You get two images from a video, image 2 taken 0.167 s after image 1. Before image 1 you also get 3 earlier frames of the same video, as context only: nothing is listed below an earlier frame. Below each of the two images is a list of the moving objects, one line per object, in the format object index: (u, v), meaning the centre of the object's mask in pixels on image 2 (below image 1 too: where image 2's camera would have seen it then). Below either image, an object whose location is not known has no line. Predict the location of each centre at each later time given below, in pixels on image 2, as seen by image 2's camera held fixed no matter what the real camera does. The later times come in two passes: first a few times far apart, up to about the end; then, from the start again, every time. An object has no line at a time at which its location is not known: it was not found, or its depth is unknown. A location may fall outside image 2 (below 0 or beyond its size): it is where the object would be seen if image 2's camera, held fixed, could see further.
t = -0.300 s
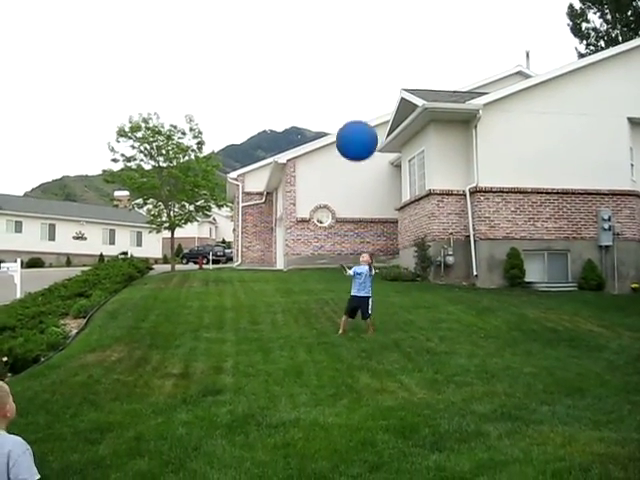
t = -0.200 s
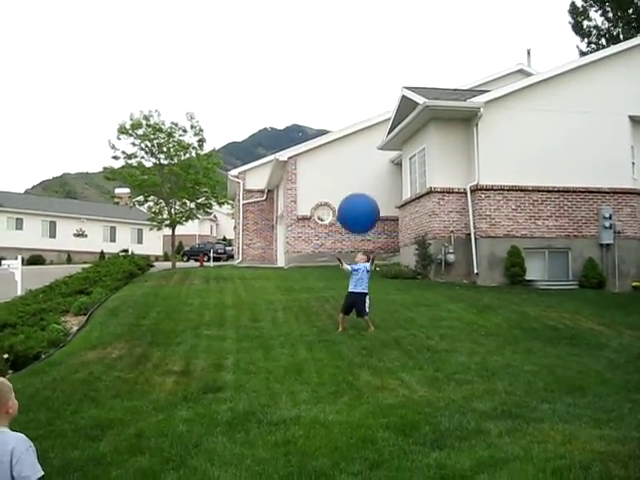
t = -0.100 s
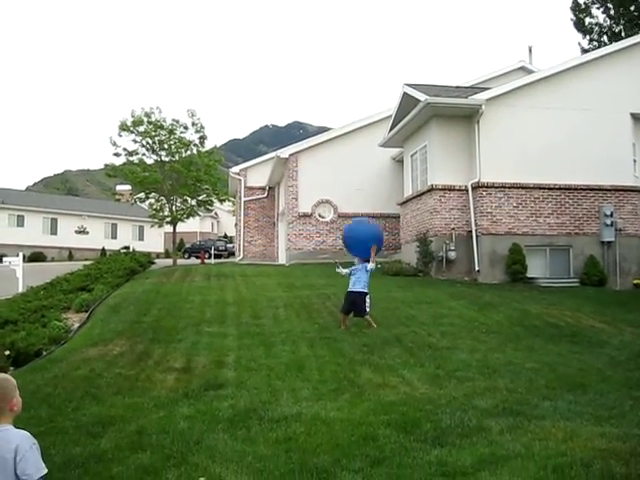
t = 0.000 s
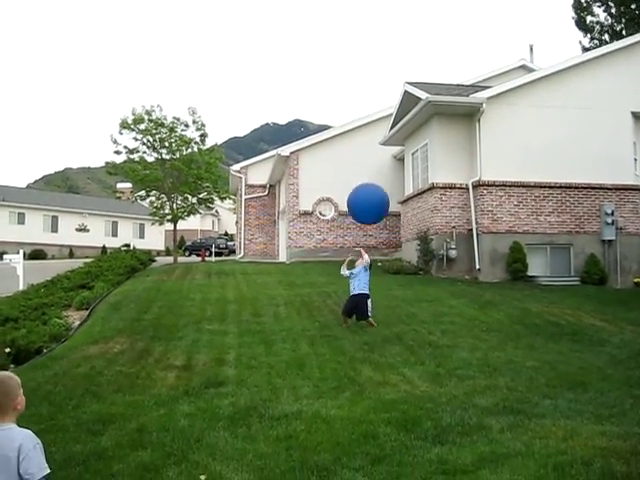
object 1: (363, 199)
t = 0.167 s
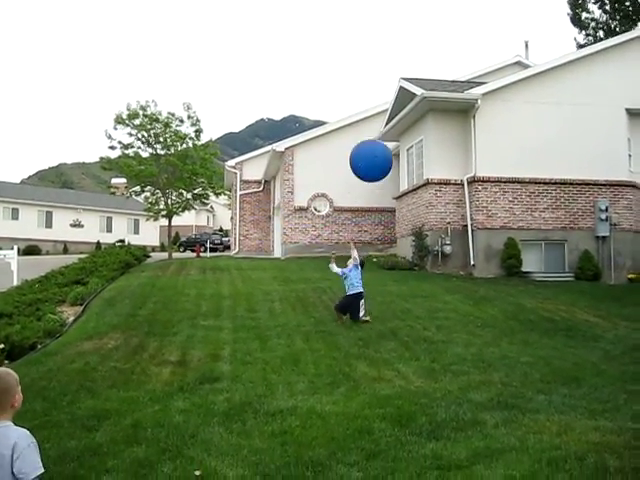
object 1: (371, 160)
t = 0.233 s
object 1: (374, 150)
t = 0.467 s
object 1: (384, 139)
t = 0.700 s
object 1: (395, 167)
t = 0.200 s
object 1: (372, 155)
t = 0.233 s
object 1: (374, 150)
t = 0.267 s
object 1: (375, 146)
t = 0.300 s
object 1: (376, 143)
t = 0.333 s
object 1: (378, 141)
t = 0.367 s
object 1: (380, 139)
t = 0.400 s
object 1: (381, 138)
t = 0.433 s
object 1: (382, 138)
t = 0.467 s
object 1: (384, 139)
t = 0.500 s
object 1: (385, 140)
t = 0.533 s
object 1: (387, 143)
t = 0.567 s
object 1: (389, 146)
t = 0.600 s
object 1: (390, 150)
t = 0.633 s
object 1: (392, 155)
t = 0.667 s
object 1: (393, 161)
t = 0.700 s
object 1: (395, 167)
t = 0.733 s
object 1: (397, 175)
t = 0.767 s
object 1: (398, 184)
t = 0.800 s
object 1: (400, 194)
